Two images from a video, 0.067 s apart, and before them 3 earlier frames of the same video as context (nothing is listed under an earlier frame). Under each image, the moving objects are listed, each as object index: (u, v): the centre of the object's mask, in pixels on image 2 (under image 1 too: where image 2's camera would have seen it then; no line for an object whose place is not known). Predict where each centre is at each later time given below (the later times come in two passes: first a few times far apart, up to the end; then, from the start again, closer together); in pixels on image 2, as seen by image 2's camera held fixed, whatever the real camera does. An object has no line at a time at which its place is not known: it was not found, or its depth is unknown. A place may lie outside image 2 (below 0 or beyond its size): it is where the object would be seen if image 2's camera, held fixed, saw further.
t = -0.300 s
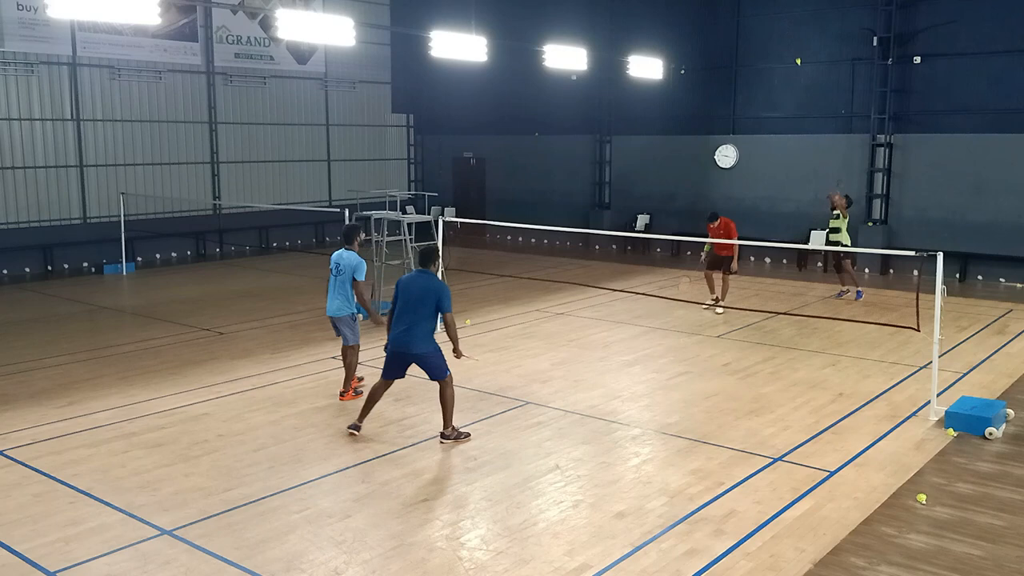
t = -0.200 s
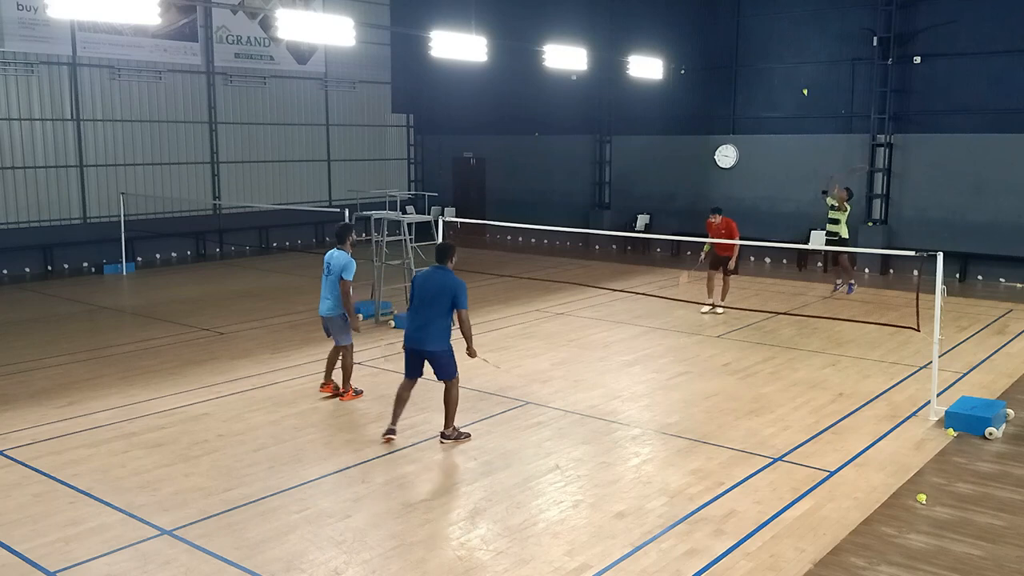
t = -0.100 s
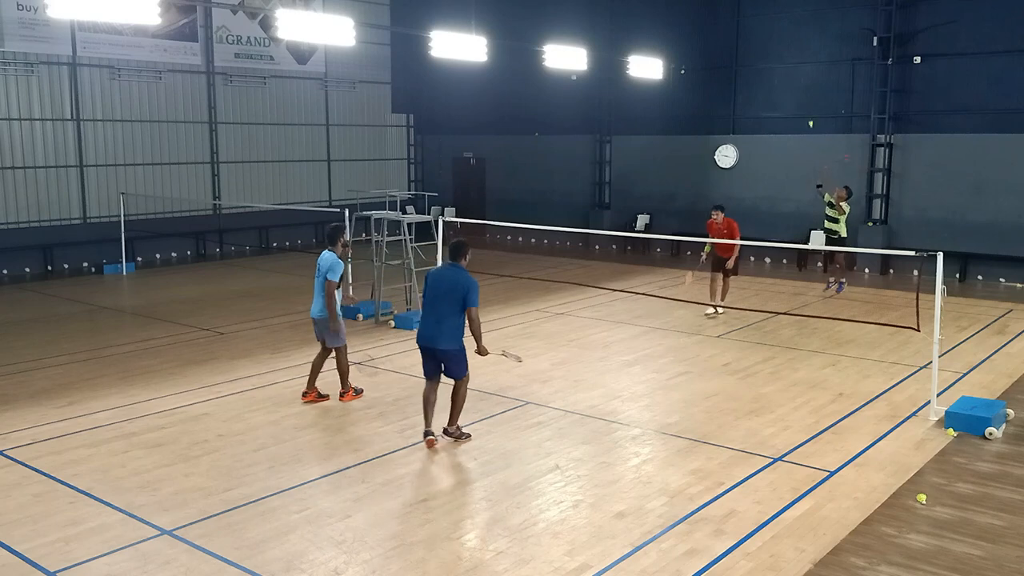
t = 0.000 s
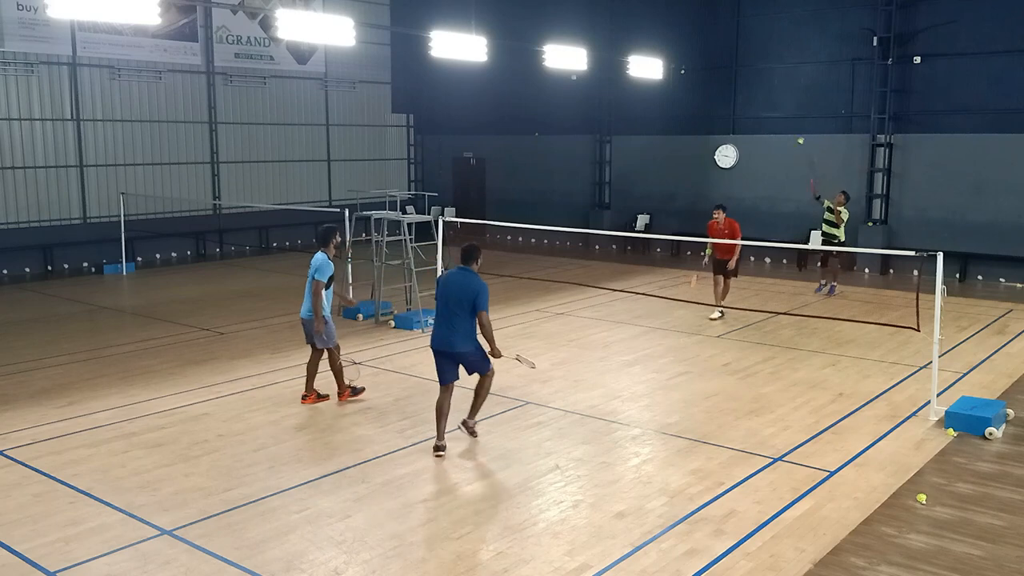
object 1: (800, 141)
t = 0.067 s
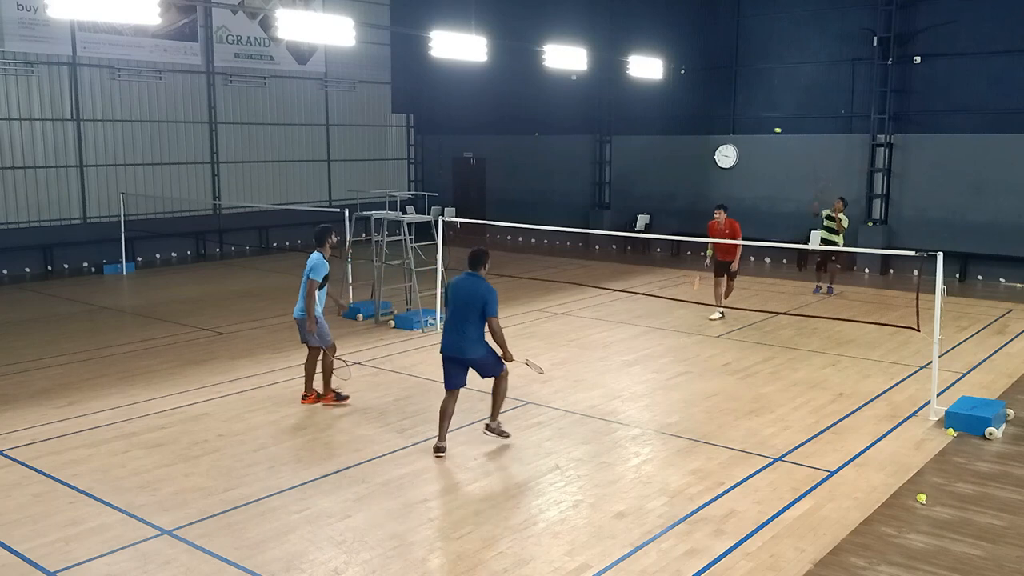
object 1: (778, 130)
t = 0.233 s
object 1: (727, 125)
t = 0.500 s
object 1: (659, 160)
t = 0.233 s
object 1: (727, 125)
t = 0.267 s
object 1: (718, 126)
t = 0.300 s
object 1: (709, 128)
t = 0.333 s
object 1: (700, 132)
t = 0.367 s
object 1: (692, 136)
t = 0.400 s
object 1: (683, 141)
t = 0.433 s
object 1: (675, 146)
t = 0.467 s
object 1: (667, 153)
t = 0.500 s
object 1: (659, 160)
